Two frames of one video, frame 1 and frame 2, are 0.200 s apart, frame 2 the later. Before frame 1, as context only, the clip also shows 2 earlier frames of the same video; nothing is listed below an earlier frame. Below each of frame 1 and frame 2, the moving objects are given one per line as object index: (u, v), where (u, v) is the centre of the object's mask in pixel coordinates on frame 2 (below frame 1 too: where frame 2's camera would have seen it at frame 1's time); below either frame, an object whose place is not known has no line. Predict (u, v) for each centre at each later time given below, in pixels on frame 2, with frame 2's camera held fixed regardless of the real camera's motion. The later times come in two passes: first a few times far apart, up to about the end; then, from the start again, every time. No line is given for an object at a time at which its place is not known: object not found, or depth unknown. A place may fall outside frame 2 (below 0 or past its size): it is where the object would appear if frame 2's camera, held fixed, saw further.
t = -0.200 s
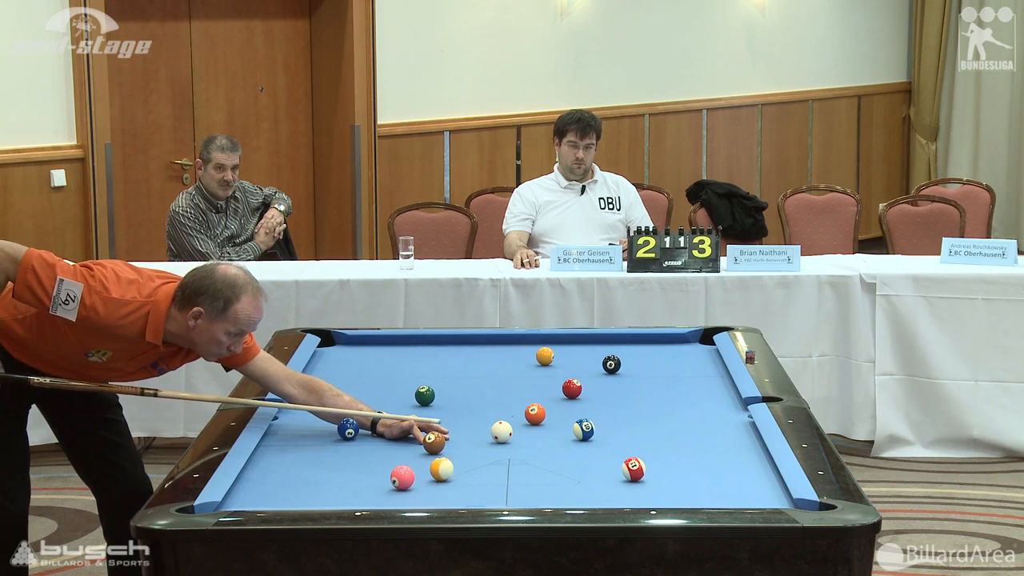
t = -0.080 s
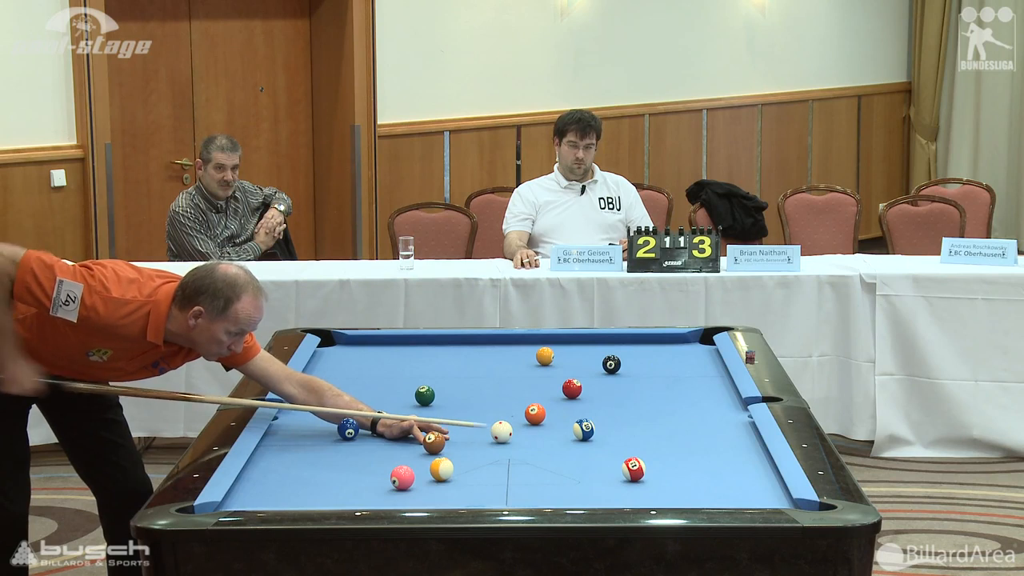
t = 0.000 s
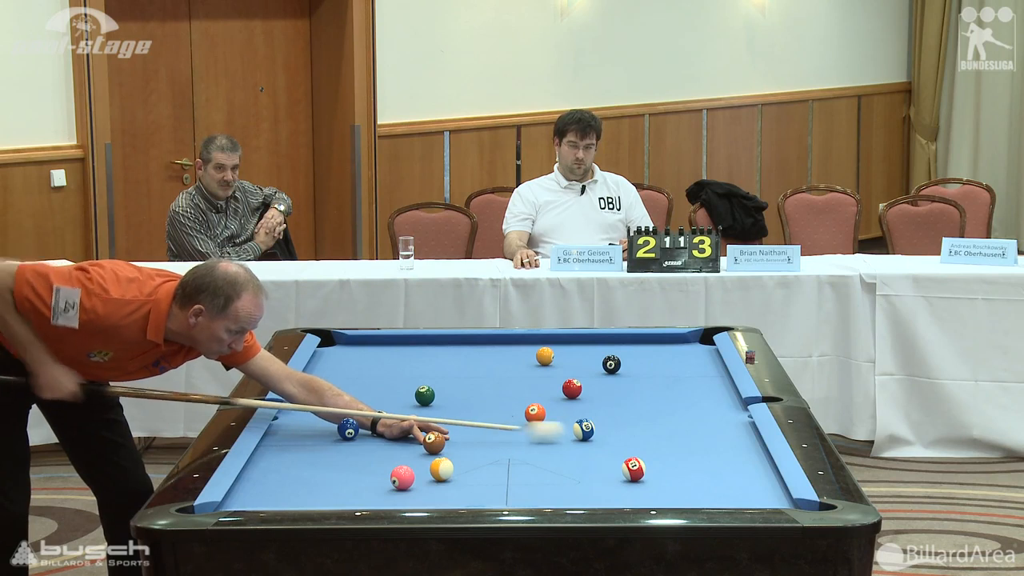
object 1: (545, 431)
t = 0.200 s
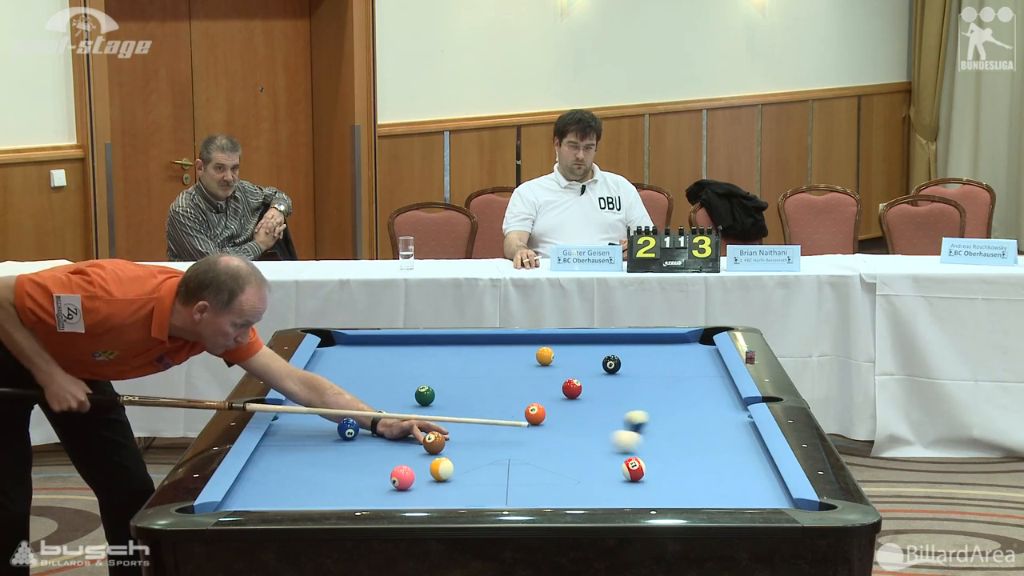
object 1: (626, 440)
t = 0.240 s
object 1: (643, 442)
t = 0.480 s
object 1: (744, 455)
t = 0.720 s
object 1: (716, 465)
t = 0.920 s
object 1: (677, 473)
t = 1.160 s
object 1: (630, 482)
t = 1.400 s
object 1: (583, 491)
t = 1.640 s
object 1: (537, 496)
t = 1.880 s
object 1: (492, 500)
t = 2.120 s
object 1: (452, 497)
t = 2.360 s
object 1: (416, 495)
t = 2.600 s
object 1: (382, 492)
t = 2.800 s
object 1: (355, 489)
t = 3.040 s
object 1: (325, 485)
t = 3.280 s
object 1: (297, 482)
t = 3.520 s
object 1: (271, 479)
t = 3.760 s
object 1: (251, 475)
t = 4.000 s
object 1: (267, 473)
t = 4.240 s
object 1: (281, 471)
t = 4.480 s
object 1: (293, 468)
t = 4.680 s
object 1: (302, 467)
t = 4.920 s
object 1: (311, 465)
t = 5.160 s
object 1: (319, 464)
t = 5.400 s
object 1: (325, 463)
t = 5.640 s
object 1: (329, 462)
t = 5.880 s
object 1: (332, 462)
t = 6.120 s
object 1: (333, 462)
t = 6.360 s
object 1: (333, 462)
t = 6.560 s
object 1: (333, 462)
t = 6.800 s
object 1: (333, 462)
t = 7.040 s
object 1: (333, 462)
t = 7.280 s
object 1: (333, 462)
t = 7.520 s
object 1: (333, 462)
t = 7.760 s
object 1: (333, 462)
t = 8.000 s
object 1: (333, 462)
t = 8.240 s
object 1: (333, 462)
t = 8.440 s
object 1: (333, 462)
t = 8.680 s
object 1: (333, 462)
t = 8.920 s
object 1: (333, 462)
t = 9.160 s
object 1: (333, 462)
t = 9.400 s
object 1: (333, 462)
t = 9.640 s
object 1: (333, 462)
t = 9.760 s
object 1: (333, 462)
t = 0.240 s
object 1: (643, 442)
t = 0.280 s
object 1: (660, 445)
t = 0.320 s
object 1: (677, 447)
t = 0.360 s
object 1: (693, 448)
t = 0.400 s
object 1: (710, 451)
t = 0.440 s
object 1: (727, 453)
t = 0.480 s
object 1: (744, 455)
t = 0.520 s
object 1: (758, 458)
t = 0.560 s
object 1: (751, 459)
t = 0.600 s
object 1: (741, 461)
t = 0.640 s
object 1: (731, 463)
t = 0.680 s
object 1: (723, 464)
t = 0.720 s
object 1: (716, 465)
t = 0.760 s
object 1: (708, 467)
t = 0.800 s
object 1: (700, 469)
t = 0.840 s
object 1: (692, 470)
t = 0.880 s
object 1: (684, 472)
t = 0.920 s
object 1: (677, 473)
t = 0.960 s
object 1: (669, 474)
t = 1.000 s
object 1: (662, 476)
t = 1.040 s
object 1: (654, 477)
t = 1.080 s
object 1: (646, 479)
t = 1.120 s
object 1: (638, 480)
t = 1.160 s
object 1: (630, 482)
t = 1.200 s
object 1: (623, 484)
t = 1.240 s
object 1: (614, 485)
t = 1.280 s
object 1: (607, 486)
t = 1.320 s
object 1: (599, 487)
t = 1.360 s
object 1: (592, 489)
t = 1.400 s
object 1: (583, 491)
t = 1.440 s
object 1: (576, 492)
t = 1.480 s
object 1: (568, 493)
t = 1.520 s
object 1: (560, 494)
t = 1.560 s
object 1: (553, 495)
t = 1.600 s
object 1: (545, 496)
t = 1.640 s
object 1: (537, 496)
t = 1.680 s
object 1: (529, 497)
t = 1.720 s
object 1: (522, 498)
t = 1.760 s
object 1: (514, 500)
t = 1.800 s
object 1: (506, 500)
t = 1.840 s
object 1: (498, 500)
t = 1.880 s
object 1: (492, 500)
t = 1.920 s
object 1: (485, 499)
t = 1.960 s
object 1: (478, 498)
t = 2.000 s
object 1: (472, 498)
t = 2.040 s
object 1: (465, 498)
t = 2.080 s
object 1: (459, 497)
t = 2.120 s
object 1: (452, 497)
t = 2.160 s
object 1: (446, 497)
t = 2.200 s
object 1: (440, 497)
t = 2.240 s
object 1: (434, 496)
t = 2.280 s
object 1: (428, 496)
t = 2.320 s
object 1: (422, 495)
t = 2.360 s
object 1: (416, 495)
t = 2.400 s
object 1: (410, 494)
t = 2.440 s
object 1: (404, 494)
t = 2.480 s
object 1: (398, 494)
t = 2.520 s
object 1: (393, 493)
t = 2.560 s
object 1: (387, 493)
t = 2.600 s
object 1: (382, 492)
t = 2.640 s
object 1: (376, 492)
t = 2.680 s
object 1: (371, 491)
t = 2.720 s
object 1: (366, 491)
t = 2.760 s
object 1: (360, 490)
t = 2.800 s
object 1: (355, 489)
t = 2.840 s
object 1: (350, 488)
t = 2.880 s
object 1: (345, 488)
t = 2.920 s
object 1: (340, 487)
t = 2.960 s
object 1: (335, 486)
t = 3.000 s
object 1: (330, 486)
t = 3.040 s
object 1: (325, 485)
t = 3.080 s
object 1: (320, 484)
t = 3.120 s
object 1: (316, 484)
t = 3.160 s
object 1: (311, 483)
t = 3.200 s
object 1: (306, 483)
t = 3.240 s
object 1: (302, 482)
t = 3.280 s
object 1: (297, 482)
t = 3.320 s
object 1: (293, 481)
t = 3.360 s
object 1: (288, 481)
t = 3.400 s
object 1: (284, 480)
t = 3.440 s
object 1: (280, 479)
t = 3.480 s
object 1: (276, 479)
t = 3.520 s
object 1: (271, 479)
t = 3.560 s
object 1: (267, 478)
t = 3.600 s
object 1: (263, 478)
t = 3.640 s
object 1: (259, 477)
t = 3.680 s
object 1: (255, 477)
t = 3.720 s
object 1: (251, 476)
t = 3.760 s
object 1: (251, 475)
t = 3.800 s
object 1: (254, 475)
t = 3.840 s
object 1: (257, 475)
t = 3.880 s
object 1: (259, 474)
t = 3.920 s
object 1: (262, 474)
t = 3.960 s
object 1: (264, 473)
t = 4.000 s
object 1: (267, 473)
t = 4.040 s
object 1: (269, 472)
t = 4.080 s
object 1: (272, 472)
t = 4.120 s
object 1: (274, 471)
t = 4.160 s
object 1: (277, 471)
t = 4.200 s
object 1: (279, 471)
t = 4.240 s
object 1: (281, 471)
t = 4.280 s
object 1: (283, 470)
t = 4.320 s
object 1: (285, 470)
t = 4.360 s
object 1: (287, 469)
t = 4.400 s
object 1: (289, 469)
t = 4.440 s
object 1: (291, 469)
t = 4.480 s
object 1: (293, 468)
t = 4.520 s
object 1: (295, 468)
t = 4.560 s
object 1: (297, 468)
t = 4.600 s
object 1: (299, 468)
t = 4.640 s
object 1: (301, 467)
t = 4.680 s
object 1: (302, 467)
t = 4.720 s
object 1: (304, 467)
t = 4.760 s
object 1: (305, 467)
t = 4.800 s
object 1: (307, 466)
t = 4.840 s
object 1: (308, 466)
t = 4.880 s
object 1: (310, 466)
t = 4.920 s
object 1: (311, 465)
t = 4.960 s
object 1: (313, 465)
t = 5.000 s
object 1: (314, 465)
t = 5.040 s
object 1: (315, 465)
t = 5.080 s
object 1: (316, 465)
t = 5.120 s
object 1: (318, 465)
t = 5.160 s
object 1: (319, 464)
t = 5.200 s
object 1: (320, 464)
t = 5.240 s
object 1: (321, 464)
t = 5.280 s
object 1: (322, 464)
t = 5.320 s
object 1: (323, 464)
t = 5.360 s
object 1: (324, 463)
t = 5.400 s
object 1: (325, 463)
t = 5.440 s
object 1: (326, 463)
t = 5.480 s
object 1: (326, 463)
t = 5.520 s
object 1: (327, 463)
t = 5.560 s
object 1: (328, 462)
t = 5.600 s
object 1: (329, 463)
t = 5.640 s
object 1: (329, 462)
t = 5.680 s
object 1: (330, 462)
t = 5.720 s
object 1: (330, 462)
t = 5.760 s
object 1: (331, 462)
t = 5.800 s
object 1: (331, 461)
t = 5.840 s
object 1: (332, 462)
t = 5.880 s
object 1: (332, 462)
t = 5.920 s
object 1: (332, 462)
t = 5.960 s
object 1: (333, 462)
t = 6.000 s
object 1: (333, 462)
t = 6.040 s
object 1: (333, 462)
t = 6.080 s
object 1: (333, 462)
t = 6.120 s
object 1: (333, 462)
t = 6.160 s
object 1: (333, 462)
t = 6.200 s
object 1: (333, 462)
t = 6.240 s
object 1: (333, 462)
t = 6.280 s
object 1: (333, 462)
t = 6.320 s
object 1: (333, 462)
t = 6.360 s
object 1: (333, 462)
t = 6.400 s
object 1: (333, 462)
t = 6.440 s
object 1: (333, 462)
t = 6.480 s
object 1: (333, 462)
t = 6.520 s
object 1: (333, 462)
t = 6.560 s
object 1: (333, 462)
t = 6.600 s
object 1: (333, 462)
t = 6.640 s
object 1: (333, 462)
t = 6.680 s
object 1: (333, 462)
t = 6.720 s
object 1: (333, 462)
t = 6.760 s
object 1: (333, 462)
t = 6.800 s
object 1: (333, 462)
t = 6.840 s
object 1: (333, 462)
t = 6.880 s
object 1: (333, 462)
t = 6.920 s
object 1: (333, 462)
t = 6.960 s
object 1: (333, 462)
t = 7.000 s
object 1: (333, 462)
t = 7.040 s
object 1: (333, 462)
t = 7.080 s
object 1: (333, 462)
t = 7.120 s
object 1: (333, 462)
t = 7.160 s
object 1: (333, 462)
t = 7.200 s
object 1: (333, 462)
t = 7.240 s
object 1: (333, 462)
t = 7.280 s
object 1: (333, 462)
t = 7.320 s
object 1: (333, 462)
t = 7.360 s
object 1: (333, 462)
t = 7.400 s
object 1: (333, 462)
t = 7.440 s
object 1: (333, 462)
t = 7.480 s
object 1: (333, 462)
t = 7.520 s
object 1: (333, 462)
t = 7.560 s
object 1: (333, 462)
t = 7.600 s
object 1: (333, 462)
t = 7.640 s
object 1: (333, 462)
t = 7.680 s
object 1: (333, 462)
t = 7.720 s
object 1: (333, 462)
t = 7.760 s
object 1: (333, 462)
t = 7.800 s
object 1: (333, 462)
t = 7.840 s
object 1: (333, 462)
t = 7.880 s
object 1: (333, 462)
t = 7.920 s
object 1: (333, 462)
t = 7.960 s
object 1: (333, 462)
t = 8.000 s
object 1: (333, 462)
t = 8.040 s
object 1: (333, 462)
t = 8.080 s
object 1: (333, 462)
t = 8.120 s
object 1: (333, 462)
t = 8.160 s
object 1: (333, 462)
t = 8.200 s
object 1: (333, 462)
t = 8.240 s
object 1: (333, 462)
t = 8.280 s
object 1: (333, 462)
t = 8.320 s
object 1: (333, 462)
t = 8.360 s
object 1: (333, 462)
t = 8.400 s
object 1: (333, 462)
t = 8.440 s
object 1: (333, 462)
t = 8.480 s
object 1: (333, 462)
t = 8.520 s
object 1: (333, 462)
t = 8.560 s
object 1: (333, 462)
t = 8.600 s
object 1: (333, 462)
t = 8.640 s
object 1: (333, 462)
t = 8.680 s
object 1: (333, 462)
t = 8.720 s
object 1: (333, 462)
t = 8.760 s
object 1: (333, 462)
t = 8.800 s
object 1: (333, 462)
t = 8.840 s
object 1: (333, 462)
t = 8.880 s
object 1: (333, 462)
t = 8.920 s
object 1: (333, 462)
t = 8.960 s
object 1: (333, 462)
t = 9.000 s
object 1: (333, 462)
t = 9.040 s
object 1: (333, 462)
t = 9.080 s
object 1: (333, 462)
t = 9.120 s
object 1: (333, 462)
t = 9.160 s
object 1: (333, 462)
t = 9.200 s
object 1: (333, 462)
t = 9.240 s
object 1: (333, 462)
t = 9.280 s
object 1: (333, 462)
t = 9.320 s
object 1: (333, 462)
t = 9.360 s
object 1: (333, 462)
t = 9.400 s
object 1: (333, 462)
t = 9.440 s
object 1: (333, 462)
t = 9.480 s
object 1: (333, 462)
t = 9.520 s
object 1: (333, 462)
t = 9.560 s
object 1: (333, 462)
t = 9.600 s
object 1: (333, 462)
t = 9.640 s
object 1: (333, 462)
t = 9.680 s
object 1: (333, 462)
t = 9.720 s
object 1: (333, 462)
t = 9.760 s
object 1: (333, 462)
